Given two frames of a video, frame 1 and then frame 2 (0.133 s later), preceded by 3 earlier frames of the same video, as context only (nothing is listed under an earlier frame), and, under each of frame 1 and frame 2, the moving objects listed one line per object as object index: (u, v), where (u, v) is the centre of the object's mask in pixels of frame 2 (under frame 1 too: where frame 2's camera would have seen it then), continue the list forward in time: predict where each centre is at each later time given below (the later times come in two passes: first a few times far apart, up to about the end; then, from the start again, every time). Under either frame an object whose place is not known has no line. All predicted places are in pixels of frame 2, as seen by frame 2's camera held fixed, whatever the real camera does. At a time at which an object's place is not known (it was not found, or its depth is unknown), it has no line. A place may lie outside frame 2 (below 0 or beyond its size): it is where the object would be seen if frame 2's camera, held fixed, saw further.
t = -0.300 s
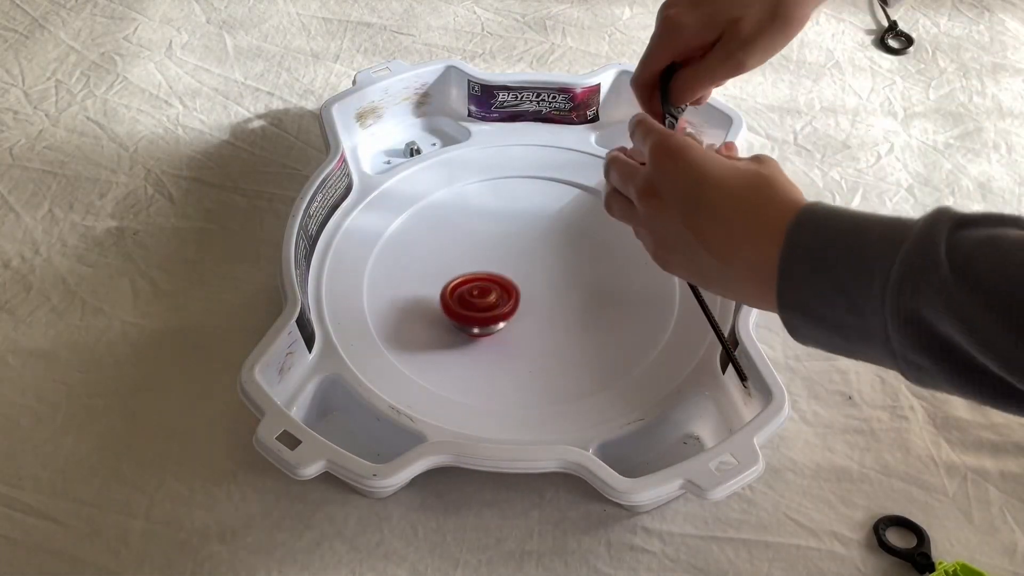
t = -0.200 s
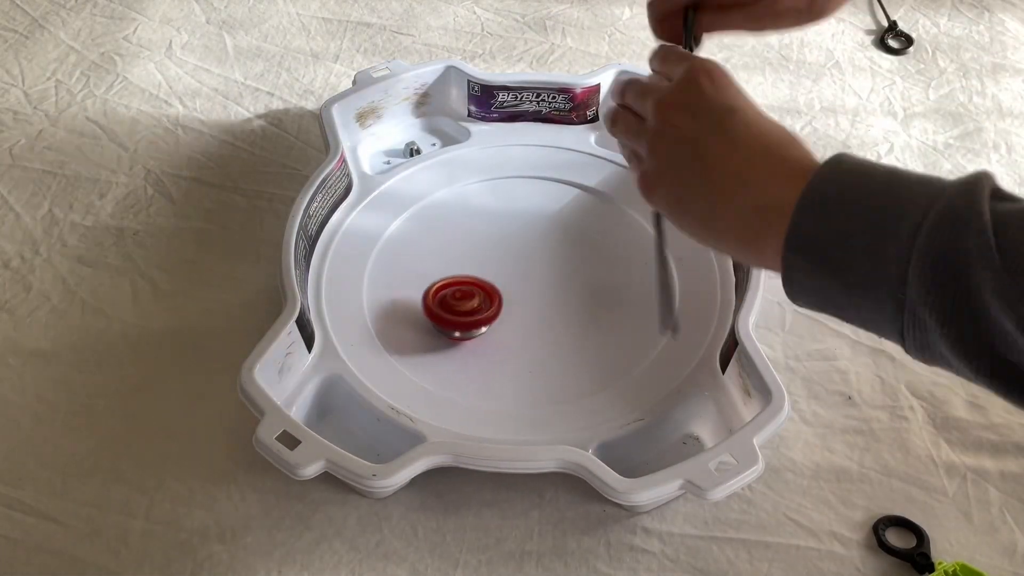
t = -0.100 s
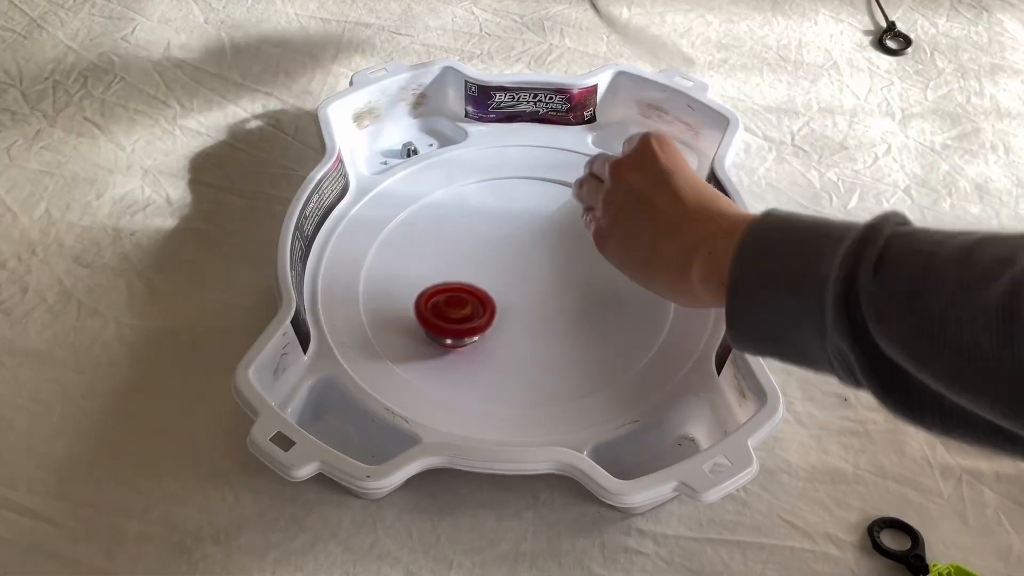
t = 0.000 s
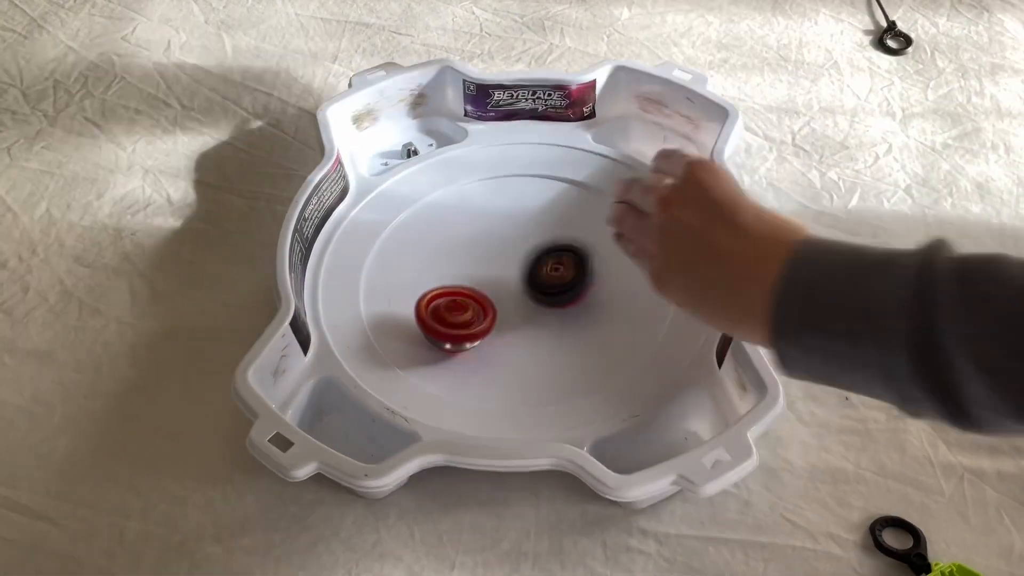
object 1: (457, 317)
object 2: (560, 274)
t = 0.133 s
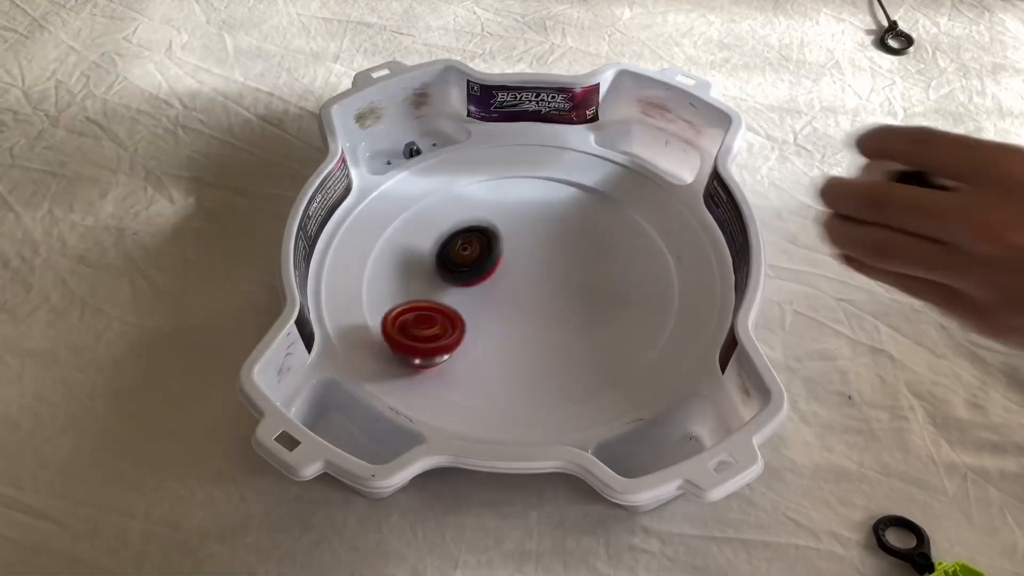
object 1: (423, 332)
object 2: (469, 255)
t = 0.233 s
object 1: (414, 341)
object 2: (434, 239)
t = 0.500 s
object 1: (507, 313)
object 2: (438, 284)
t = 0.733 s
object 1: (584, 253)
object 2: (476, 331)
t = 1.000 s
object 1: (475, 179)
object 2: (591, 336)
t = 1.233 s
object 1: (396, 238)
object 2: (549, 245)
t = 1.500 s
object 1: (507, 293)
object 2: (386, 217)
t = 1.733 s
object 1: (582, 236)
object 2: (395, 329)
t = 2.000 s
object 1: (505, 190)
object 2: (587, 330)
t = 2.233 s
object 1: (472, 255)
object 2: (550, 166)
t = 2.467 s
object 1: (547, 291)
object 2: (400, 214)
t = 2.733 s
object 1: (586, 244)
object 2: (462, 337)
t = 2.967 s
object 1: (523, 227)
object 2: (631, 243)
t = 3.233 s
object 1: (474, 267)
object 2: (517, 164)
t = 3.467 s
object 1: (515, 296)
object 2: (399, 243)
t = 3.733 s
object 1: (577, 250)
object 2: (550, 343)
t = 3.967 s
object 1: (540, 211)
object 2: (648, 251)
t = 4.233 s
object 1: (470, 239)
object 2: (500, 164)
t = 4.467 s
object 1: (505, 288)
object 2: (390, 276)
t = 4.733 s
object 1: (566, 275)
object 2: (583, 369)
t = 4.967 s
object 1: (549, 242)
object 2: (658, 230)
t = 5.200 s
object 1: (500, 249)
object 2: (497, 168)
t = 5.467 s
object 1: (498, 282)
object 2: (371, 287)
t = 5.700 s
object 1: (525, 287)
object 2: (531, 377)
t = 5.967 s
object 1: (530, 260)
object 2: (650, 243)
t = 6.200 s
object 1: (504, 248)
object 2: (508, 161)
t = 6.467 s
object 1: (486, 262)
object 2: (376, 264)
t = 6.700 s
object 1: (513, 266)
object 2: (516, 353)
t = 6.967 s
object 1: (528, 251)
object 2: (625, 227)
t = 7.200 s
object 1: (520, 243)
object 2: (498, 166)
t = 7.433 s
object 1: (511, 251)
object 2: (398, 253)
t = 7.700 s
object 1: (518, 268)
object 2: (558, 334)
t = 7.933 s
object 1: (531, 273)
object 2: (635, 225)
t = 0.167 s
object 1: (415, 337)
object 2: (455, 250)
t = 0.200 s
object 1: (412, 339)
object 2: (443, 244)
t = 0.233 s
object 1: (414, 341)
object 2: (434, 239)
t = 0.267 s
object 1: (421, 339)
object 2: (428, 237)
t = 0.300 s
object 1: (430, 338)
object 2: (424, 237)
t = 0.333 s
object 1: (441, 337)
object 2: (422, 239)
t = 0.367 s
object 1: (454, 334)
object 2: (422, 244)
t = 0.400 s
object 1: (467, 331)
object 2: (425, 252)
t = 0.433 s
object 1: (480, 326)
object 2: (428, 262)
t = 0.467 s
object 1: (493, 320)
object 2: (434, 274)
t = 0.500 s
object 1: (507, 313)
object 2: (438, 284)
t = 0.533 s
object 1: (528, 311)
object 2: (438, 290)
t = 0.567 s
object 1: (547, 305)
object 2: (439, 297)
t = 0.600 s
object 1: (562, 297)
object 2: (443, 304)
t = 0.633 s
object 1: (574, 288)
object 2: (449, 311)
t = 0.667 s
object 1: (582, 277)
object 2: (457, 318)
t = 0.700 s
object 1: (585, 265)
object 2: (465, 324)
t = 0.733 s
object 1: (584, 253)
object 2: (476, 331)
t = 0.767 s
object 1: (580, 239)
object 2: (489, 336)
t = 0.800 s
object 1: (573, 227)
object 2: (503, 339)
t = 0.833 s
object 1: (562, 215)
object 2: (517, 343)
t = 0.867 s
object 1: (548, 203)
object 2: (532, 344)
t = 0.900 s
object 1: (532, 195)
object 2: (546, 345)
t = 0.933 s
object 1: (514, 188)
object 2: (561, 344)
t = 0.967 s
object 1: (494, 182)
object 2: (575, 342)
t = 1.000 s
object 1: (475, 179)
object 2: (591, 336)
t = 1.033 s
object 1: (455, 177)
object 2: (601, 328)
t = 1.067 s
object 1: (438, 180)
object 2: (606, 315)
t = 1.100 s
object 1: (425, 190)
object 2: (605, 301)
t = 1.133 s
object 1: (414, 203)
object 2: (597, 286)
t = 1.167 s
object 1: (405, 215)
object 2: (585, 271)
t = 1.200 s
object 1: (399, 226)
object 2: (569, 257)
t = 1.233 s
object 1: (396, 238)
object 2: (549, 245)
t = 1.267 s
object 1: (398, 249)
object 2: (529, 233)
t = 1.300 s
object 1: (405, 261)
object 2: (507, 223)
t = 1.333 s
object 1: (415, 271)
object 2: (485, 216)
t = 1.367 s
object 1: (430, 280)
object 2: (463, 210)
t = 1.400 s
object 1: (447, 287)
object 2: (442, 207)
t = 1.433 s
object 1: (467, 292)
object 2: (422, 208)
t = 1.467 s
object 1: (487, 294)
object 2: (402, 210)
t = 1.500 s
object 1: (507, 293)
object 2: (386, 217)
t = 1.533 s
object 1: (527, 290)
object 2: (381, 231)
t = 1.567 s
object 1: (544, 284)
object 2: (377, 247)
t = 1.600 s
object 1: (558, 275)
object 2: (376, 262)
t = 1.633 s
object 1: (569, 266)
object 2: (377, 279)
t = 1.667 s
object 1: (577, 256)
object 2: (379, 296)
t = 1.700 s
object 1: (581, 246)
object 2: (383, 313)
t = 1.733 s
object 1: (582, 236)
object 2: (395, 329)
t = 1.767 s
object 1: (581, 225)
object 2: (412, 343)
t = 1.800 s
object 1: (575, 216)
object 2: (432, 357)
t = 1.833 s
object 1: (567, 207)
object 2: (456, 368)
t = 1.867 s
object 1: (556, 199)
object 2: (485, 374)
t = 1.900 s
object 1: (544, 193)
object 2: (515, 372)
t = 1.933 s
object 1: (531, 189)
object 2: (543, 363)
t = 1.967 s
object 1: (518, 188)
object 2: (567, 349)
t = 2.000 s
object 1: (505, 190)
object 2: (587, 330)
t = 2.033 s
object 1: (493, 194)
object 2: (600, 306)
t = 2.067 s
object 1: (484, 202)
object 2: (605, 280)
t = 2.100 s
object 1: (476, 211)
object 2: (604, 253)
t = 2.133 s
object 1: (472, 222)
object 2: (596, 227)
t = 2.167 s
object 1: (469, 232)
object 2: (587, 205)
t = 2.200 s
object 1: (469, 244)
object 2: (570, 183)
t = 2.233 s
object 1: (472, 255)
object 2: (550, 166)
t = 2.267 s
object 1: (478, 265)
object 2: (529, 155)
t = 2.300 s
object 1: (487, 273)
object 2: (505, 155)
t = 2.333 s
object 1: (498, 281)
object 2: (481, 162)
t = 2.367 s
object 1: (510, 287)
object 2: (458, 175)
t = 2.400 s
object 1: (523, 291)
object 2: (436, 187)
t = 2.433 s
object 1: (535, 292)
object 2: (415, 198)
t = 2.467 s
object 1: (547, 291)
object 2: (400, 214)
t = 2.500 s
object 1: (558, 288)
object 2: (387, 232)
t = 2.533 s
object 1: (569, 282)
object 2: (378, 248)
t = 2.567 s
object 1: (578, 277)
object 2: (376, 268)
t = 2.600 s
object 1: (584, 269)
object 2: (378, 287)
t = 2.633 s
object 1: (587, 262)
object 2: (388, 305)
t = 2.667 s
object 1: (589, 256)
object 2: (407, 320)
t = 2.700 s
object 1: (588, 249)
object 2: (432, 330)
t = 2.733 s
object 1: (586, 244)
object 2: (462, 337)
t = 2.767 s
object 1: (582, 239)
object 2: (494, 337)
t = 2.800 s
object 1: (575, 236)
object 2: (527, 331)
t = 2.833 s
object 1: (568, 234)
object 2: (557, 318)
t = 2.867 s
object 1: (559, 234)
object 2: (582, 301)
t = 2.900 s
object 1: (550, 234)
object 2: (601, 280)
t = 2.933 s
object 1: (537, 230)
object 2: (619, 262)
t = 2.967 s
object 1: (523, 227)
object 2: (631, 243)
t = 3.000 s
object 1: (512, 227)
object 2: (636, 223)
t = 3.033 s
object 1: (502, 228)
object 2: (636, 204)
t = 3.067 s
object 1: (493, 231)
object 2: (627, 188)
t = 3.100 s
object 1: (486, 236)
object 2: (606, 182)
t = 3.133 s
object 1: (481, 243)
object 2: (585, 177)
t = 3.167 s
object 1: (477, 251)
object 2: (564, 169)
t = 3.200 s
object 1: (475, 259)
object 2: (542, 165)
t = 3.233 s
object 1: (474, 267)
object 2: (517, 164)
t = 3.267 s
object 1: (476, 275)
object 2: (494, 166)
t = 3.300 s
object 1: (480, 282)
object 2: (470, 172)
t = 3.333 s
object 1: (486, 287)
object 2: (448, 179)
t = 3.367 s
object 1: (493, 291)
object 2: (429, 192)
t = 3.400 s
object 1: (501, 294)
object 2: (412, 206)
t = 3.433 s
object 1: (509, 295)
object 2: (402, 223)
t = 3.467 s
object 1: (515, 296)
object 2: (399, 243)
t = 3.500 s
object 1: (522, 295)
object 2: (404, 262)
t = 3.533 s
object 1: (528, 293)
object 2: (416, 283)
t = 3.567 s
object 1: (532, 290)
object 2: (434, 301)
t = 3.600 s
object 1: (536, 286)
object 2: (458, 316)
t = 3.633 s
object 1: (547, 279)
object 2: (482, 329)
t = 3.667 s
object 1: (561, 269)
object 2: (503, 338)
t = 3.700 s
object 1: (571, 259)
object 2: (526, 343)
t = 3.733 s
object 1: (577, 250)
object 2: (550, 343)
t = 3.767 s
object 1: (580, 241)
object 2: (573, 340)
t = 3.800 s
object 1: (580, 233)
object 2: (594, 332)
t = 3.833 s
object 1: (576, 227)
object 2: (612, 320)
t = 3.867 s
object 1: (570, 222)
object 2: (628, 305)
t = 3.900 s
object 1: (561, 217)
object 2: (639, 288)
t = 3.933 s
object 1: (551, 214)
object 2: (645, 270)
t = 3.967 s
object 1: (540, 211)
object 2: (648, 251)
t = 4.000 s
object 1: (529, 210)
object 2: (647, 231)
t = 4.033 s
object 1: (518, 210)
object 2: (641, 212)
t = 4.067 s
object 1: (507, 211)
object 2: (630, 195)
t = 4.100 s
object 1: (497, 214)
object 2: (606, 185)
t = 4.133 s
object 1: (488, 218)
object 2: (582, 175)
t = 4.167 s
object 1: (480, 225)
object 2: (554, 167)
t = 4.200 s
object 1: (475, 232)
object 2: (528, 163)
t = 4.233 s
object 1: (470, 239)
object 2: (500, 164)
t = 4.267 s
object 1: (469, 248)
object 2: (474, 170)
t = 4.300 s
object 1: (470, 256)
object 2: (449, 180)
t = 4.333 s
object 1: (474, 264)
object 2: (426, 194)
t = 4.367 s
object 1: (480, 271)
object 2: (409, 211)
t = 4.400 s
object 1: (487, 278)
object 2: (397, 230)
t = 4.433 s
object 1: (496, 283)
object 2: (391, 252)
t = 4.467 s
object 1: (505, 288)
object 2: (390, 276)
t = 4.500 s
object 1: (515, 291)
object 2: (397, 299)
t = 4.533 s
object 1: (524, 292)
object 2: (409, 320)
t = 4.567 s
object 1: (535, 292)
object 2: (428, 340)
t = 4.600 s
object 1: (543, 291)
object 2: (454, 355)
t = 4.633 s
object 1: (551, 288)
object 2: (485, 366)
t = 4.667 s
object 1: (557, 284)
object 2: (518, 373)
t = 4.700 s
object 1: (563, 280)
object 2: (551, 374)
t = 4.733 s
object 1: (566, 275)
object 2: (583, 369)
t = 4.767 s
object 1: (568, 270)
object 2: (616, 359)
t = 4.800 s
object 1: (568, 265)
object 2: (639, 341)
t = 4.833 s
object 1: (567, 260)
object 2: (655, 319)
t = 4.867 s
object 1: (563, 255)
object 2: (667, 297)
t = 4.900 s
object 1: (560, 250)
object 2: (672, 274)
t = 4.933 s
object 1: (554, 246)
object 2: (667, 251)
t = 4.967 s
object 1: (549, 242)
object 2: (658, 230)
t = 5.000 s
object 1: (541, 241)
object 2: (644, 212)
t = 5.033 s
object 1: (534, 240)
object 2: (626, 196)
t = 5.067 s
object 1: (526, 240)
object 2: (605, 182)
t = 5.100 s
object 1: (519, 241)
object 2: (579, 174)
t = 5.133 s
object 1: (511, 243)
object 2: (552, 168)
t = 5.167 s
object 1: (506, 246)
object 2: (525, 166)
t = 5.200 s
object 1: (500, 249)
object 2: (497, 168)
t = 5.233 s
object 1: (497, 253)
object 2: (471, 173)
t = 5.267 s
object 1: (493, 257)
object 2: (446, 182)
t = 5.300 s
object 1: (492, 261)
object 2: (423, 194)
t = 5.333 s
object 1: (490, 266)
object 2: (403, 209)
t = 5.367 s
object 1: (492, 270)
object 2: (387, 225)
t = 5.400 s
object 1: (493, 274)
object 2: (376, 245)
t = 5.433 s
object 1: (495, 278)
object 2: (371, 266)
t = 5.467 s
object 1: (498, 282)
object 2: (371, 287)
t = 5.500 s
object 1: (501, 285)
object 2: (378, 309)
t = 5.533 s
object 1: (505, 288)
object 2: (392, 329)
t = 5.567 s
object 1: (508, 289)
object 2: (412, 347)
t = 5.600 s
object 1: (513, 290)
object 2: (437, 361)
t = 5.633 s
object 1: (517, 289)
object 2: (466, 372)
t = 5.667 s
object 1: (522, 289)
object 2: (498, 377)
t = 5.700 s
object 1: (525, 287)
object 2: (531, 377)
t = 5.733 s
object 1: (528, 285)
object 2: (563, 372)
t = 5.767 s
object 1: (531, 282)
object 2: (592, 362)
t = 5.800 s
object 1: (532, 279)
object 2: (617, 346)
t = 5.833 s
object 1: (534, 275)
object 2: (636, 328)
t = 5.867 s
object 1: (534, 271)
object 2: (648, 308)
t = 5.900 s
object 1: (534, 266)
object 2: (655, 286)
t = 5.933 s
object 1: (532, 263)
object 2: (655, 264)
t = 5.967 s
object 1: (530, 260)
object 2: (650, 243)
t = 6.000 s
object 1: (529, 257)
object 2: (639, 223)
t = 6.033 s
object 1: (525, 253)
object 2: (624, 205)
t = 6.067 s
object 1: (521, 251)
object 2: (605, 190)
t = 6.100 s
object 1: (517, 250)
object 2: (585, 178)
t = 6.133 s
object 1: (512, 249)
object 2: (558, 168)
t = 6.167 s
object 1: (509, 248)
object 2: (534, 161)
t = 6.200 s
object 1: (504, 248)
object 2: (508, 161)
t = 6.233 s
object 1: (500, 247)
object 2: (482, 166)
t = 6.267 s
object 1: (496, 248)
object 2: (457, 172)
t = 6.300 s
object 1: (492, 250)
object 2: (435, 183)
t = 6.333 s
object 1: (490, 252)
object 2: (416, 195)
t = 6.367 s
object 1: (488, 254)
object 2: (399, 210)
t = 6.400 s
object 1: (486, 257)
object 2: (387, 227)
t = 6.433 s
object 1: (486, 259)
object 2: (379, 245)
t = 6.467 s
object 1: (486, 262)
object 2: (376, 264)
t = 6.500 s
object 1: (488, 264)
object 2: (379, 284)
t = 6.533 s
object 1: (491, 265)
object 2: (390, 303)
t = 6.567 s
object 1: (494, 267)
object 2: (407, 321)
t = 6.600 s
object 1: (499, 267)
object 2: (429, 336)
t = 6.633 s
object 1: (503, 267)
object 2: (455, 346)
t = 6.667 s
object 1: (507, 267)
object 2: (485, 352)
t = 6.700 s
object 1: (513, 266)
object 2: (516, 353)
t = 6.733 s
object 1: (516, 264)
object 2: (546, 348)
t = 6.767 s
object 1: (519, 262)
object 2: (573, 338)
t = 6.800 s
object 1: (523, 261)
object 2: (595, 323)
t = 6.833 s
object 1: (525, 259)
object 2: (612, 306)
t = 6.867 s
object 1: (526, 257)
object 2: (624, 287)
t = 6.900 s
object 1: (528, 255)
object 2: (629, 267)
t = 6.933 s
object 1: (528, 252)
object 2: (629, 246)
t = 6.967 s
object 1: (528, 251)
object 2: (625, 227)
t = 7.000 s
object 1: (528, 249)
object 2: (615, 209)
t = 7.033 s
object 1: (527, 247)
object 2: (603, 193)
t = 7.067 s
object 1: (525, 246)
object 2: (586, 180)
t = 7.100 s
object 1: (525, 245)
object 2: (566, 169)
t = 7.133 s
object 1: (523, 244)
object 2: (546, 164)
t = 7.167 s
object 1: (520, 243)
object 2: (522, 165)
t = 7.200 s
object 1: (520, 243)
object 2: (498, 166)
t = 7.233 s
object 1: (518, 243)
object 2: (475, 170)
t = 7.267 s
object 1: (516, 243)
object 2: (454, 176)
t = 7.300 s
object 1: (515, 244)
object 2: (434, 187)
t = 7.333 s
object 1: (513, 245)
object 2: (418, 200)
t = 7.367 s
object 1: (512, 247)
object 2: (406, 215)
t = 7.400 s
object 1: (512, 249)
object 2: (399, 233)
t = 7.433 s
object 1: (511, 251)
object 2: (398, 253)
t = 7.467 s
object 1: (511, 253)
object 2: (404, 273)
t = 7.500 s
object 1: (510, 255)
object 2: (413, 292)
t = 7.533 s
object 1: (511, 258)
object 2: (430, 310)
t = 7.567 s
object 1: (512, 260)
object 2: (450, 322)
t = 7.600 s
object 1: (512, 263)
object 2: (475, 333)
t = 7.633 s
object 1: (515, 265)
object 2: (503, 339)
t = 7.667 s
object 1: (515, 267)
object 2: (531, 339)
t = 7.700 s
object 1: (518, 268)
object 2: (558, 334)
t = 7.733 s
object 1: (519, 269)
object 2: (581, 325)
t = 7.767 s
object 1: (522, 271)
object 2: (602, 312)
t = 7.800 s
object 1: (524, 271)
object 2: (620, 297)
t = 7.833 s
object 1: (525, 272)
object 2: (632, 281)
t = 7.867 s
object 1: (528, 272)
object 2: (637, 261)
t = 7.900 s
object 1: (529, 273)
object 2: (639, 243)
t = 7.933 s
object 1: (531, 273)
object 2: (635, 225)
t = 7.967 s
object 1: (532, 273)
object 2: (627, 208)
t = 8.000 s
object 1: (535, 272)
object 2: (614, 195)
